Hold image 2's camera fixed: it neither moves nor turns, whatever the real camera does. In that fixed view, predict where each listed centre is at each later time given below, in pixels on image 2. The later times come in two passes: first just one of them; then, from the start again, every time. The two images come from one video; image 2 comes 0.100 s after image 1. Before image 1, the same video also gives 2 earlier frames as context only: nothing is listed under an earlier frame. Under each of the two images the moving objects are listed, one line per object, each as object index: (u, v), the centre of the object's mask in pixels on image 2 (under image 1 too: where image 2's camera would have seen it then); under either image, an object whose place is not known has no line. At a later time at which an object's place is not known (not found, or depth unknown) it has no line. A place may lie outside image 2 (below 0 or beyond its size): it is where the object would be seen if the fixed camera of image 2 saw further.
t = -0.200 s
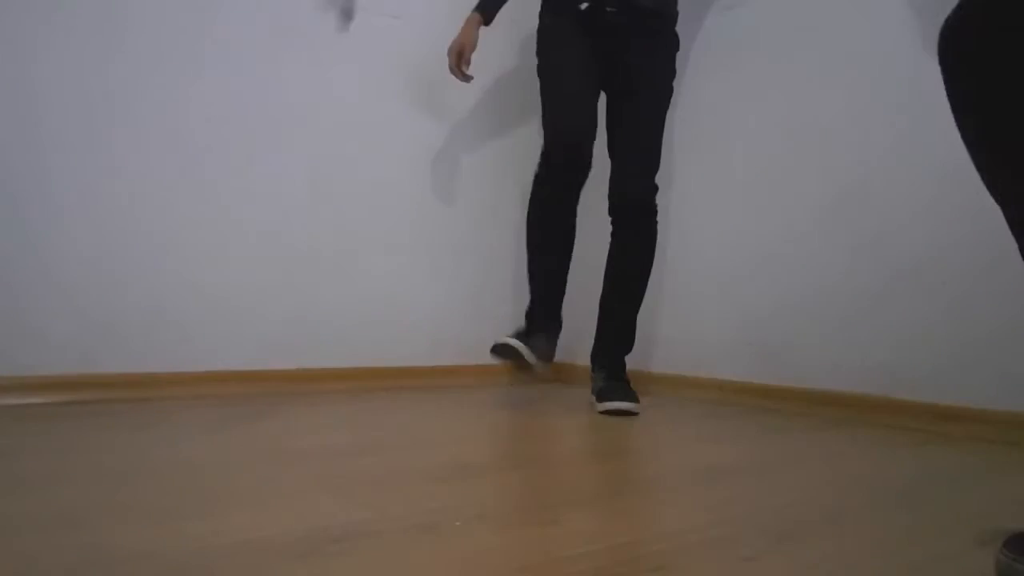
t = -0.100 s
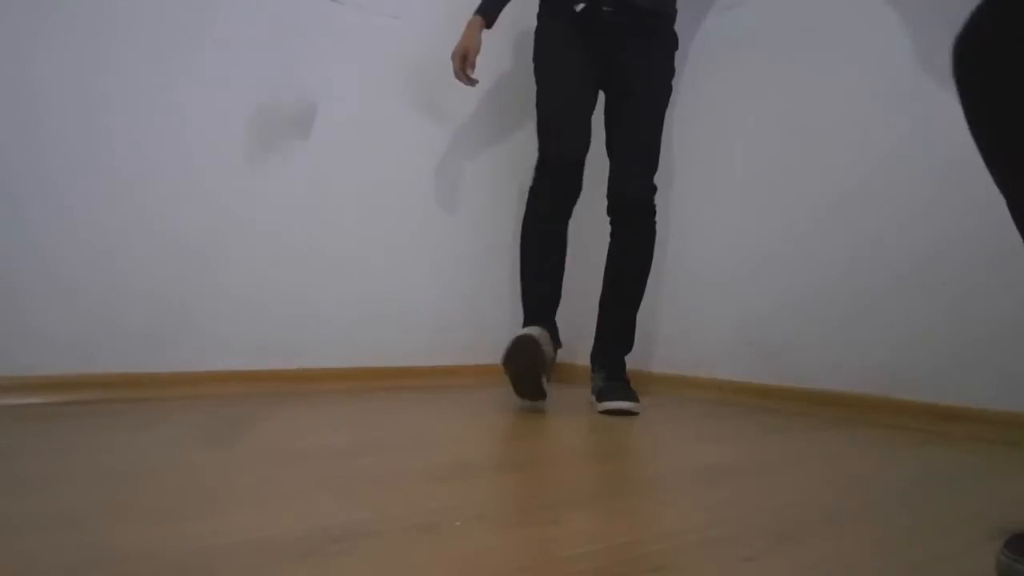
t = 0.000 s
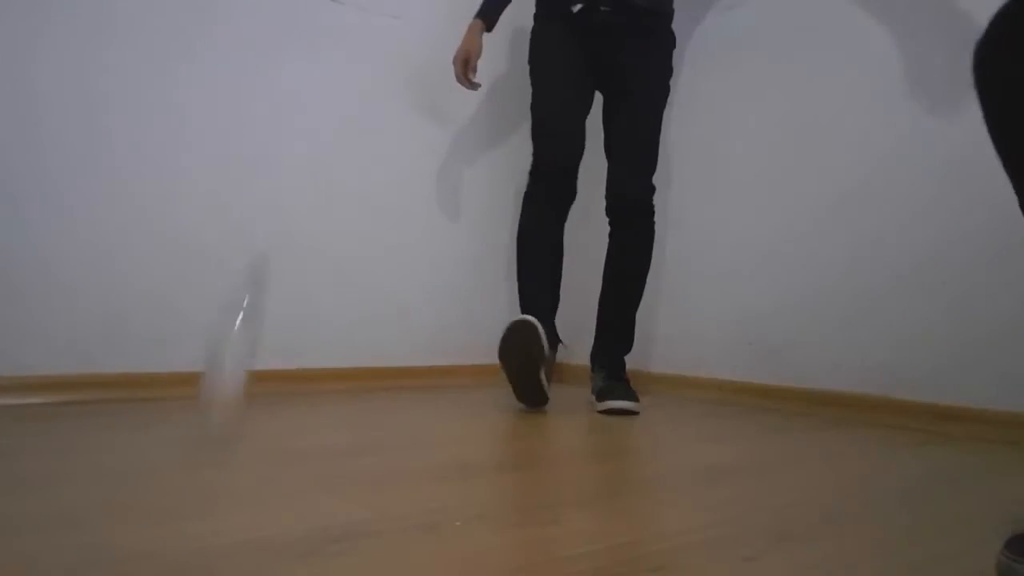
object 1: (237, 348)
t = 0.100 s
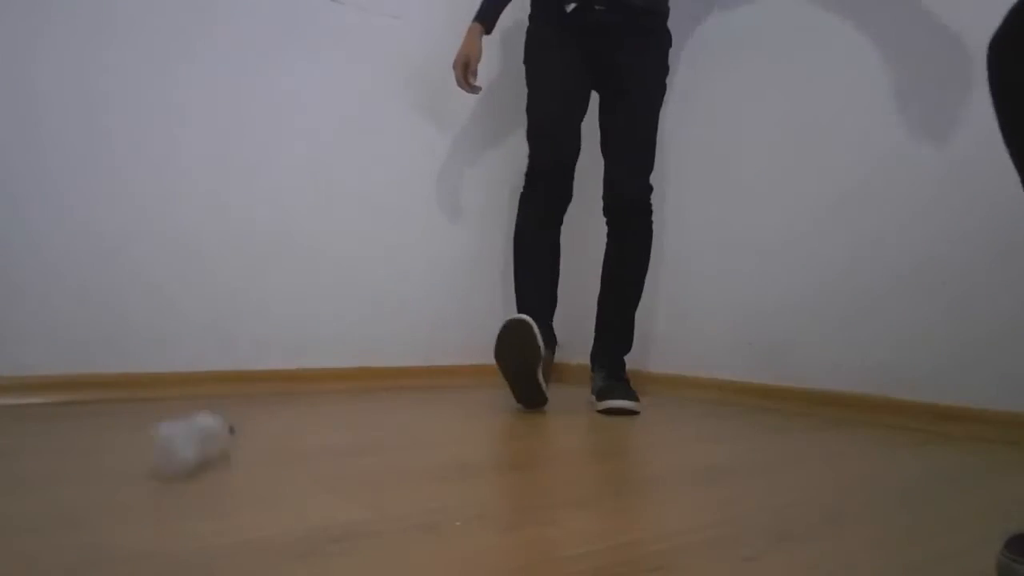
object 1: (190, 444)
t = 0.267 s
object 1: (143, 445)
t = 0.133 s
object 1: (182, 441)
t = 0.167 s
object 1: (168, 444)
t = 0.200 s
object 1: (162, 444)
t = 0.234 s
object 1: (151, 444)
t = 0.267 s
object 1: (143, 445)
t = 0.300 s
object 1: (137, 444)
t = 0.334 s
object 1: (130, 444)
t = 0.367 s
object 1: (126, 443)
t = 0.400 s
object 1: (119, 443)
